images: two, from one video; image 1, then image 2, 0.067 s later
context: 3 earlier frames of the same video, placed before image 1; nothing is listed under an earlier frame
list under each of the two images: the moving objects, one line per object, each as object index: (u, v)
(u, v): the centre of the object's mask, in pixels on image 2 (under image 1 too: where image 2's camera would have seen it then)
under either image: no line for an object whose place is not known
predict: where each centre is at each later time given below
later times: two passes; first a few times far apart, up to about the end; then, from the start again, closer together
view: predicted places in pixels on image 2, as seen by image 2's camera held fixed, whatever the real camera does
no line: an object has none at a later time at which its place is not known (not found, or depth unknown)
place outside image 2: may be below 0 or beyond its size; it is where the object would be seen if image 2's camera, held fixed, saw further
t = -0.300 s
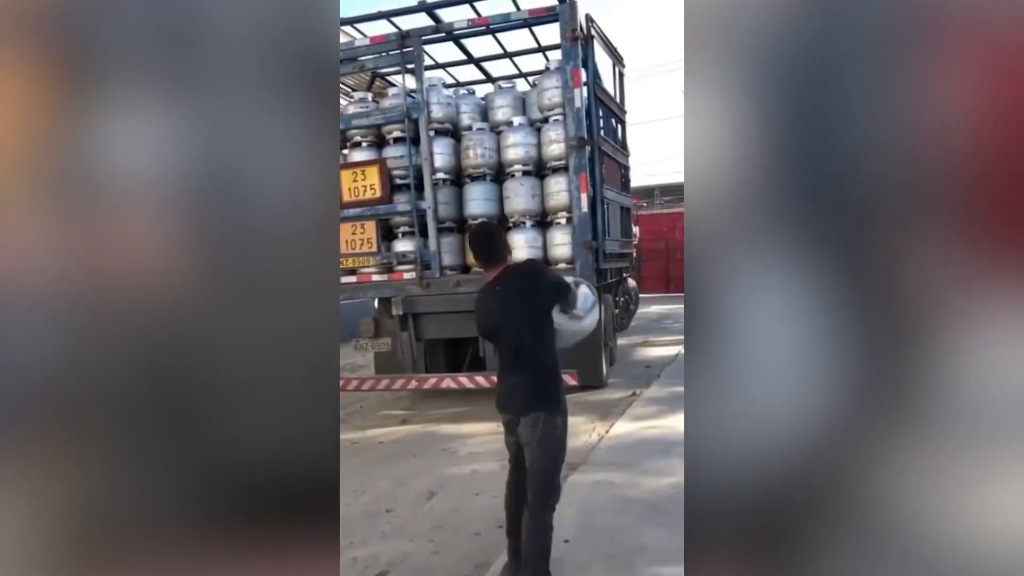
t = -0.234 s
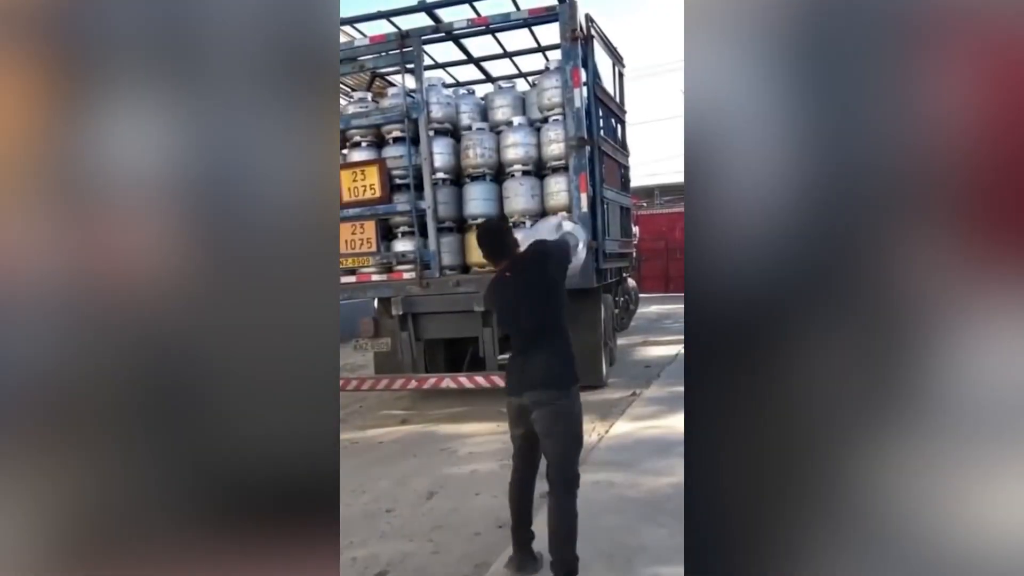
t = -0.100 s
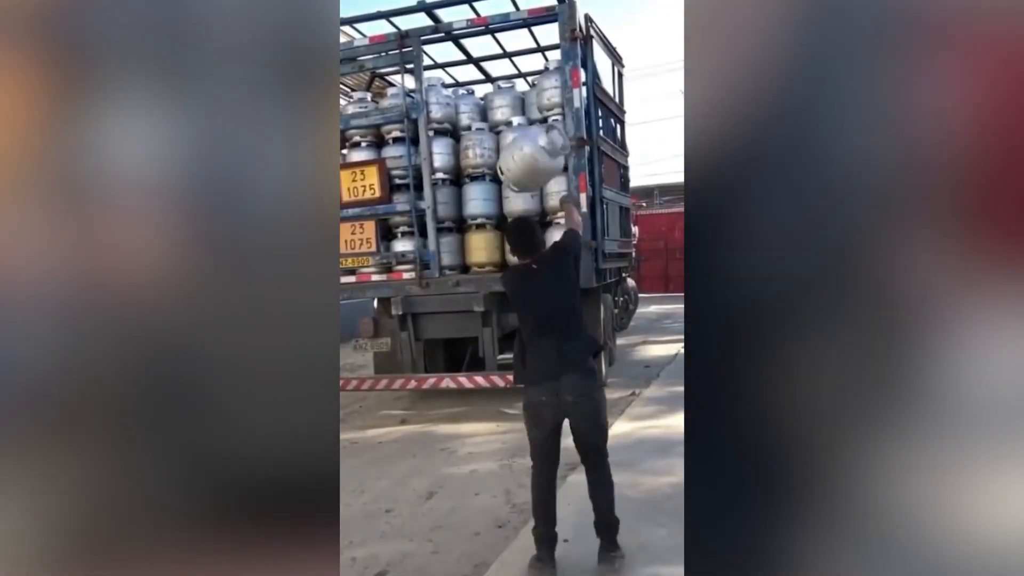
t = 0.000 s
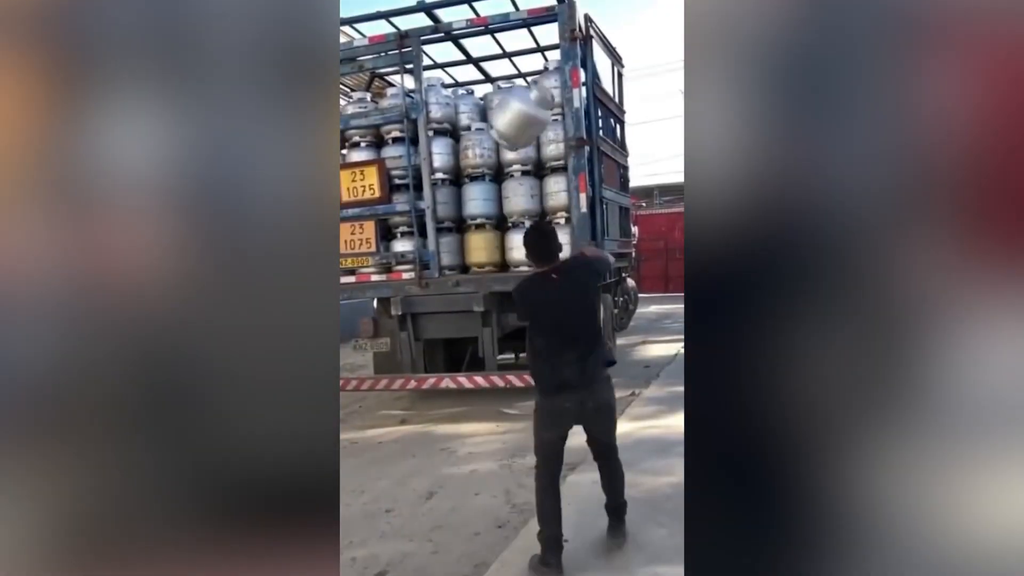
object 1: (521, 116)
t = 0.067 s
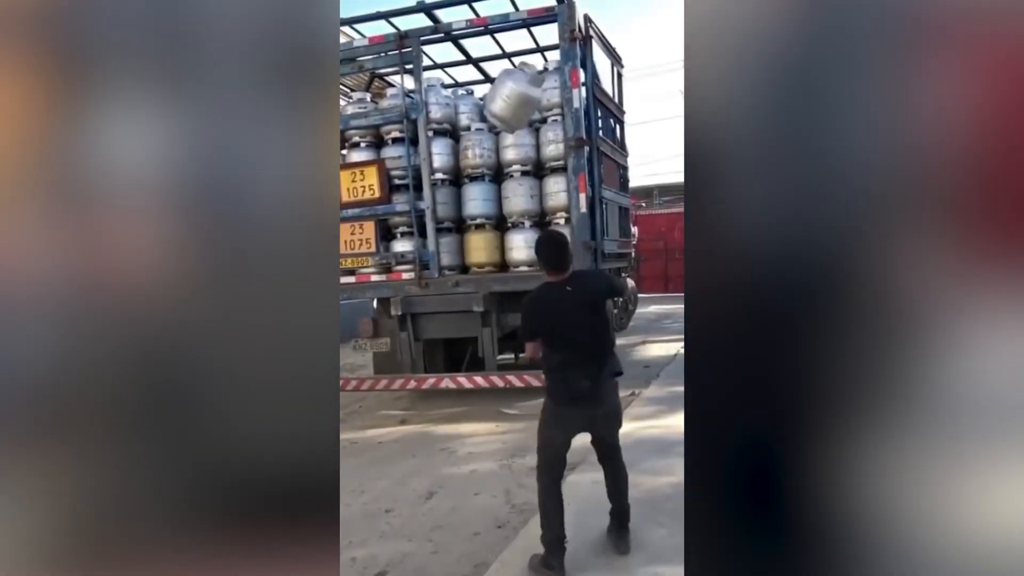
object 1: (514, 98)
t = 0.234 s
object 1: (501, 82)
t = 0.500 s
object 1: (479, 96)
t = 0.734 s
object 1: (471, 99)
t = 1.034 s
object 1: (476, 100)
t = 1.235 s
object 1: (477, 102)
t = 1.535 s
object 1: (477, 101)
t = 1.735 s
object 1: (477, 102)
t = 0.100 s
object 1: (512, 90)
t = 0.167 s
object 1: (507, 84)
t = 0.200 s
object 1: (504, 82)
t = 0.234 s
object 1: (501, 82)
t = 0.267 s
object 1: (499, 84)
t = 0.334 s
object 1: (496, 91)
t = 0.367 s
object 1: (492, 95)
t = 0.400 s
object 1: (487, 97)
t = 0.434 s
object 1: (485, 99)
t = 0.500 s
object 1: (479, 96)
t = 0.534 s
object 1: (477, 97)
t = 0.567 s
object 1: (475, 97)
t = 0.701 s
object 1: (471, 100)
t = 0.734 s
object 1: (471, 99)
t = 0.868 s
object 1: (472, 99)
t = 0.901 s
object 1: (473, 99)
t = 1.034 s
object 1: (476, 100)
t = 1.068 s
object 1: (476, 100)
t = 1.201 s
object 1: (477, 102)
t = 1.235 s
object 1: (477, 102)
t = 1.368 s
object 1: (477, 102)
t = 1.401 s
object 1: (477, 102)
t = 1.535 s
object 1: (477, 101)
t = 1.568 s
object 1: (477, 102)
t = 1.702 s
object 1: (477, 102)
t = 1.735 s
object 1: (477, 102)
